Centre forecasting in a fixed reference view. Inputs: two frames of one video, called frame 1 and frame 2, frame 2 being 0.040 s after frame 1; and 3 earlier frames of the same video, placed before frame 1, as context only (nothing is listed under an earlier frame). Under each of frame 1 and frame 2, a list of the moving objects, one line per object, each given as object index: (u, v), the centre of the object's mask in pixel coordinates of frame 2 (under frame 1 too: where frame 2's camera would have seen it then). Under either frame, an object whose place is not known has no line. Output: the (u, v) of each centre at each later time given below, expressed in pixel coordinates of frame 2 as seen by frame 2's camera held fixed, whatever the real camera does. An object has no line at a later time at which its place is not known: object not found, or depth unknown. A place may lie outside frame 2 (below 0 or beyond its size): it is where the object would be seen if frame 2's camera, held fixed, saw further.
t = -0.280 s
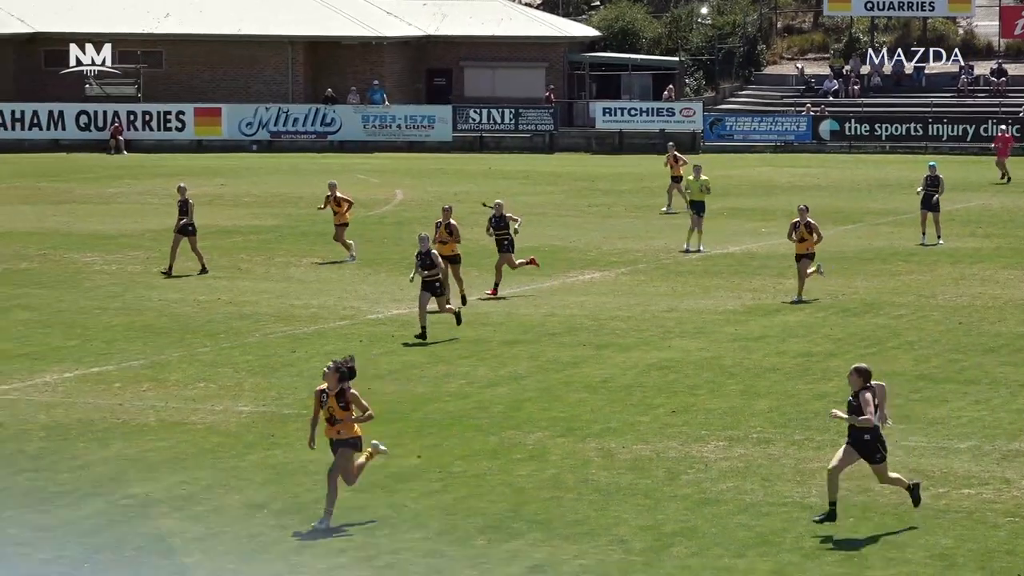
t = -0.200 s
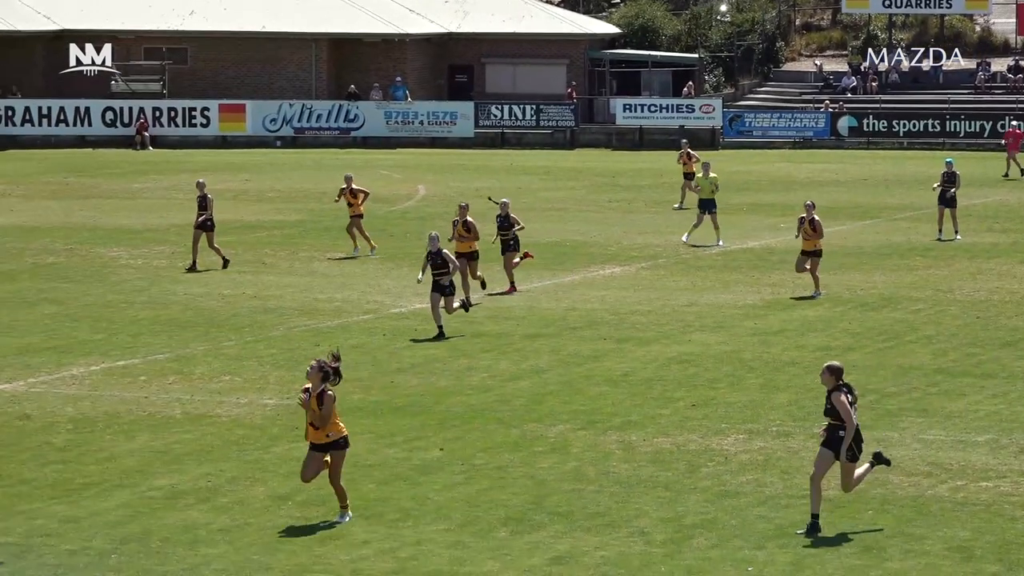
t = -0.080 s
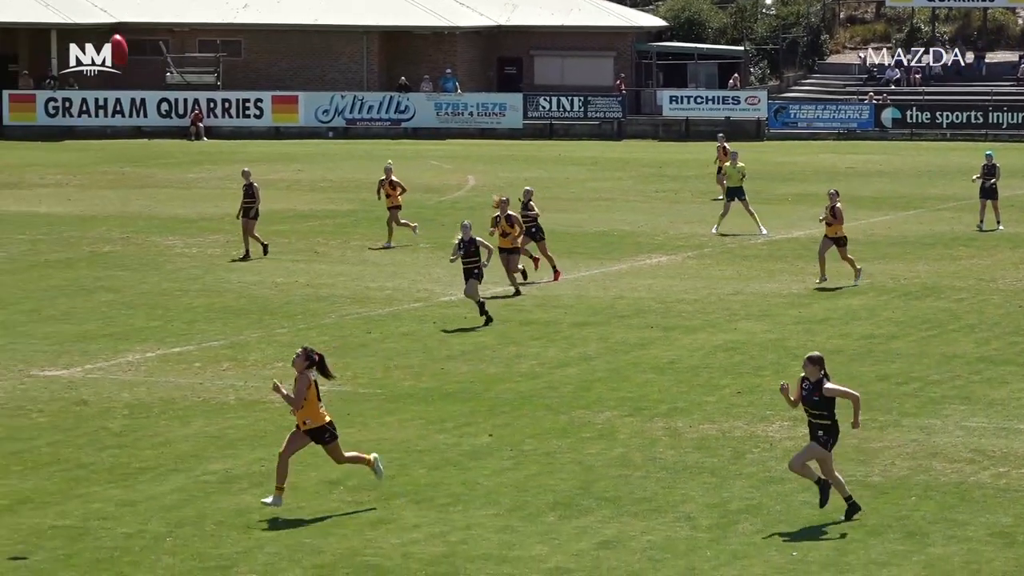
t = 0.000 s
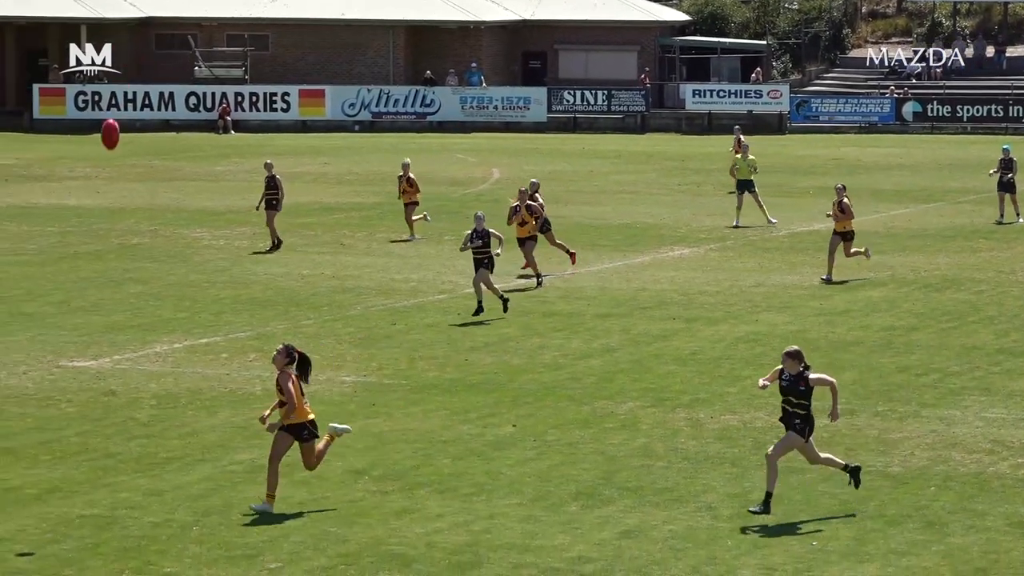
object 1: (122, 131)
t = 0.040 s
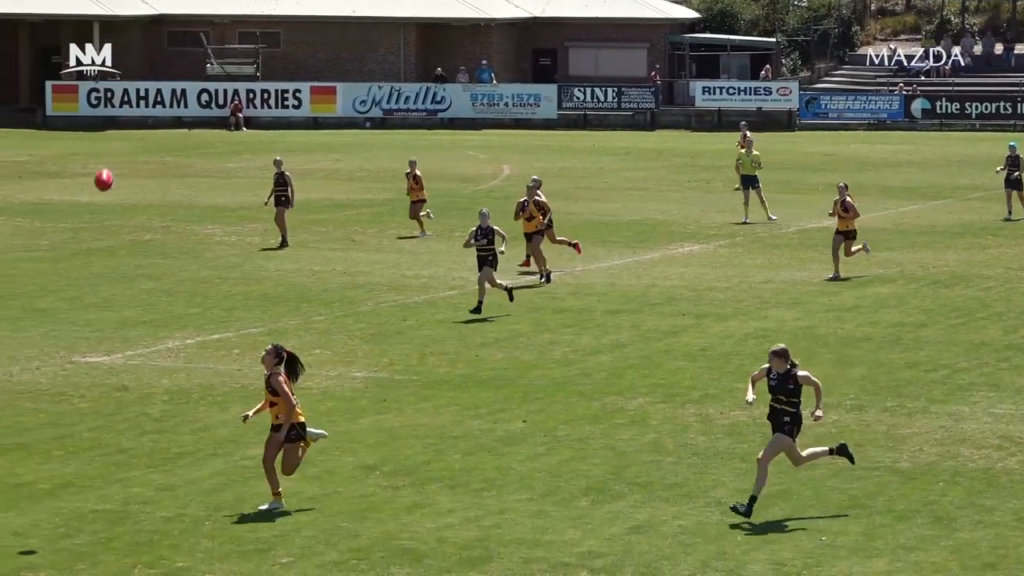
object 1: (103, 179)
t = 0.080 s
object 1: (84, 230)
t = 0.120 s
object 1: (63, 284)
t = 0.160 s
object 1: (41, 340)
